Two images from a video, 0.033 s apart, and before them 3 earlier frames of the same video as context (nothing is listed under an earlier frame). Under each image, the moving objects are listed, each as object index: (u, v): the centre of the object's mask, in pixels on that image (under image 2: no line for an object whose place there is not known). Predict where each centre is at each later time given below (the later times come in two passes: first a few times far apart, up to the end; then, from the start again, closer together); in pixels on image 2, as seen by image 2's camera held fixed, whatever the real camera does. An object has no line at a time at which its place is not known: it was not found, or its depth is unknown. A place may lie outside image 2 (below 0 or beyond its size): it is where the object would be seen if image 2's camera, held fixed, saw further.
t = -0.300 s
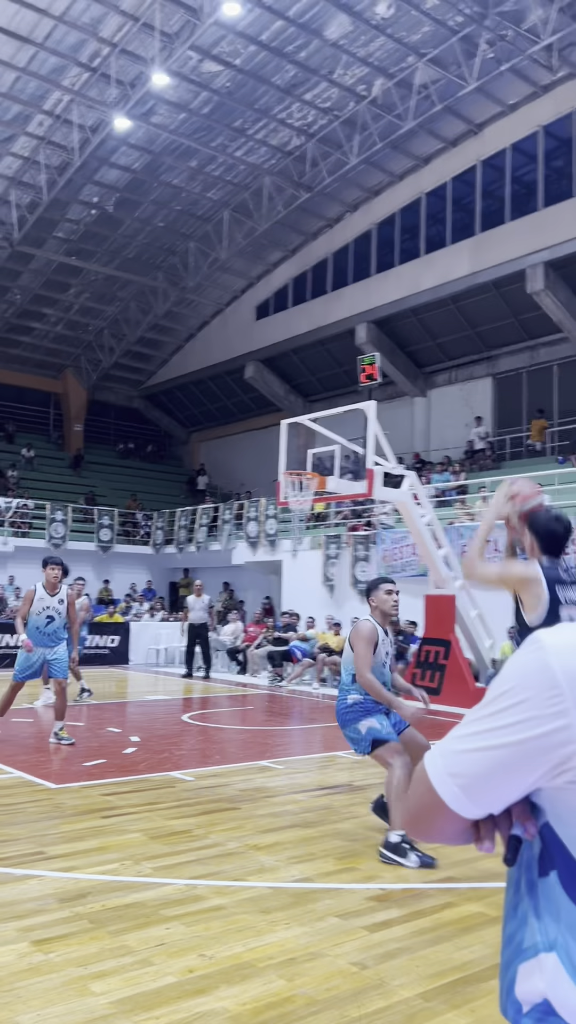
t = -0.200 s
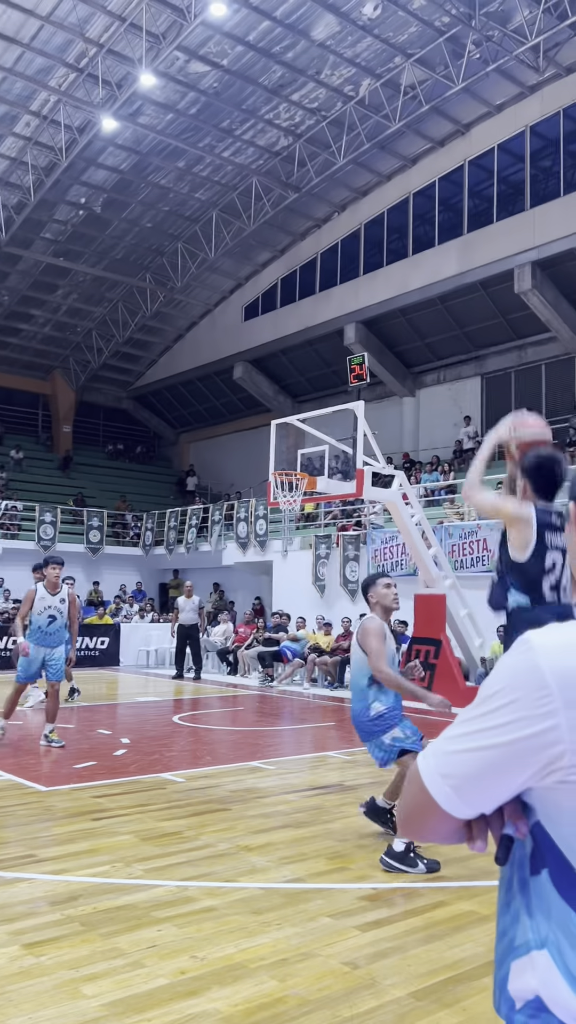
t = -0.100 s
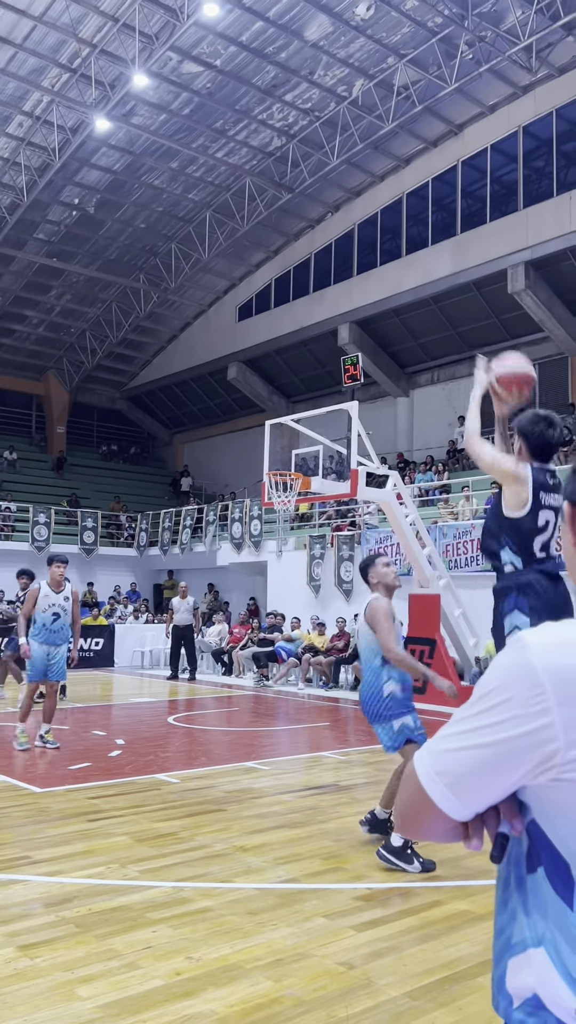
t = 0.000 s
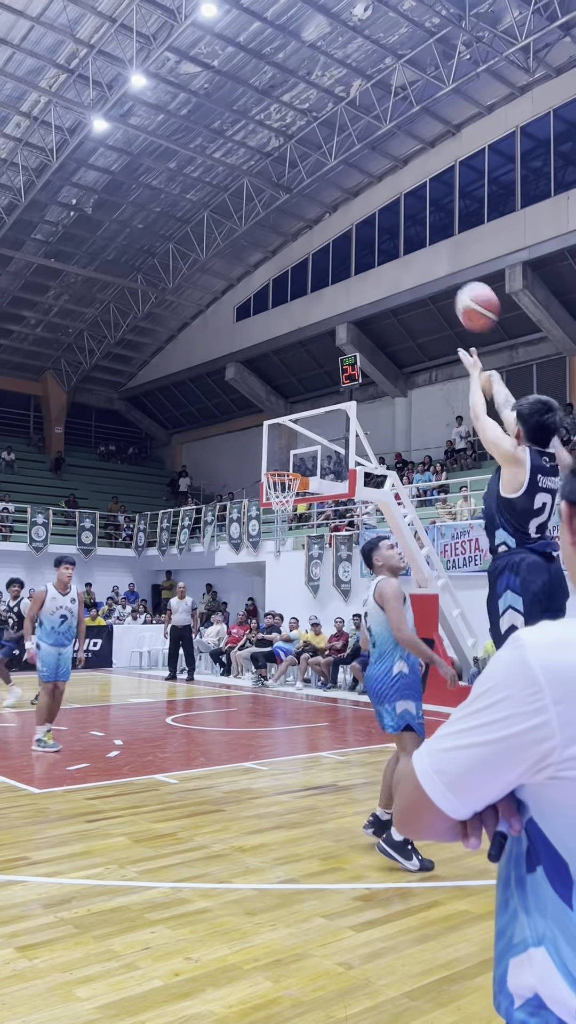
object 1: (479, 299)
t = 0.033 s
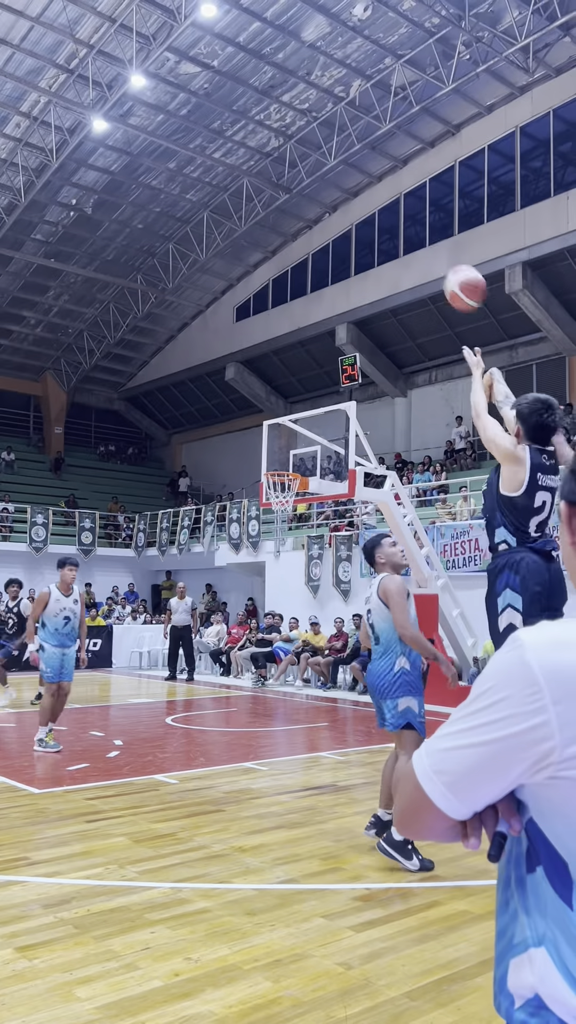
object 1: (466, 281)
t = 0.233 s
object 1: (408, 229)
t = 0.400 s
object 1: (375, 229)
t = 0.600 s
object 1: (345, 262)
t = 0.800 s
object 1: (323, 321)
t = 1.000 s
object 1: (305, 397)
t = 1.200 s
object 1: (290, 458)
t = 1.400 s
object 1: (275, 410)
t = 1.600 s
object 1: (259, 393)
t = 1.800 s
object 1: (244, 402)
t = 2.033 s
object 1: (226, 446)
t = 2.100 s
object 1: (220, 465)
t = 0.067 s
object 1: (456, 264)
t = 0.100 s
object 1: (444, 253)
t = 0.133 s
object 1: (434, 245)
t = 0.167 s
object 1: (424, 235)
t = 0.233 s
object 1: (408, 229)
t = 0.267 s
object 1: (400, 227)
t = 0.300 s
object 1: (394, 221)
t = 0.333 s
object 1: (388, 222)
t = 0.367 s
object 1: (381, 226)
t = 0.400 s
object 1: (375, 229)
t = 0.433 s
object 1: (369, 232)
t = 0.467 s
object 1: (364, 236)
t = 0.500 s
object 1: (360, 237)
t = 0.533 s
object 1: (354, 247)
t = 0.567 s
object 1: (350, 254)
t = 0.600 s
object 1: (345, 262)
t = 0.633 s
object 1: (341, 269)
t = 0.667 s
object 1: (337, 278)
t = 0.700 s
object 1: (334, 286)
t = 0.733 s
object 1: (330, 296)
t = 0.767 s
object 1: (327, 309)
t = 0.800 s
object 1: (323, 321)
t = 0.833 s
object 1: (320, 332)
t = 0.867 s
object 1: (317, 344)
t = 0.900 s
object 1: (314, 357)
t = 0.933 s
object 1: (311, 371)
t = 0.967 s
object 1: (308, 384)
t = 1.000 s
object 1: (305, 397)
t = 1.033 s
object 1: (302, 410)
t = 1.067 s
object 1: (299, 426)
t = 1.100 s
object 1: (297, 441)
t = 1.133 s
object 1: (295, 455)
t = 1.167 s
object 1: (293, 467)
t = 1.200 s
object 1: (290, 458)
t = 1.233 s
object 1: (288, 447)
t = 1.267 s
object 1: (286, 439)
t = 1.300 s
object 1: (283, 431)
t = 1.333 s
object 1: (280, 423)
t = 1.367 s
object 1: (278, 416)
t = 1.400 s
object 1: (275, 410)
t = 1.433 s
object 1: (273, 405)
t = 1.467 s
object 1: (270, 402)
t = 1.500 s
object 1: (267, 398)
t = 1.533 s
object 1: (265, 395)
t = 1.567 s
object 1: (262, 394)
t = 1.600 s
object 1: (259, 393)
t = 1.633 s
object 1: (257, 393)
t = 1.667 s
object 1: (254, 393)
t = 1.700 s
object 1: (251, 394)
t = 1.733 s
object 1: (249, 396)
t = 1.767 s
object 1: (246, 399)
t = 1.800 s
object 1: (244, 402)
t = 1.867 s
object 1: (238, 412)
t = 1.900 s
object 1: (236, 417)
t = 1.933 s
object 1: (233, 423)
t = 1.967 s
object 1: (230, 430)
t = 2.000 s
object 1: (228, 438)
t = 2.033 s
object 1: (226, 446)
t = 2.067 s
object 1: (223, 456)
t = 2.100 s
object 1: (220, 465)
